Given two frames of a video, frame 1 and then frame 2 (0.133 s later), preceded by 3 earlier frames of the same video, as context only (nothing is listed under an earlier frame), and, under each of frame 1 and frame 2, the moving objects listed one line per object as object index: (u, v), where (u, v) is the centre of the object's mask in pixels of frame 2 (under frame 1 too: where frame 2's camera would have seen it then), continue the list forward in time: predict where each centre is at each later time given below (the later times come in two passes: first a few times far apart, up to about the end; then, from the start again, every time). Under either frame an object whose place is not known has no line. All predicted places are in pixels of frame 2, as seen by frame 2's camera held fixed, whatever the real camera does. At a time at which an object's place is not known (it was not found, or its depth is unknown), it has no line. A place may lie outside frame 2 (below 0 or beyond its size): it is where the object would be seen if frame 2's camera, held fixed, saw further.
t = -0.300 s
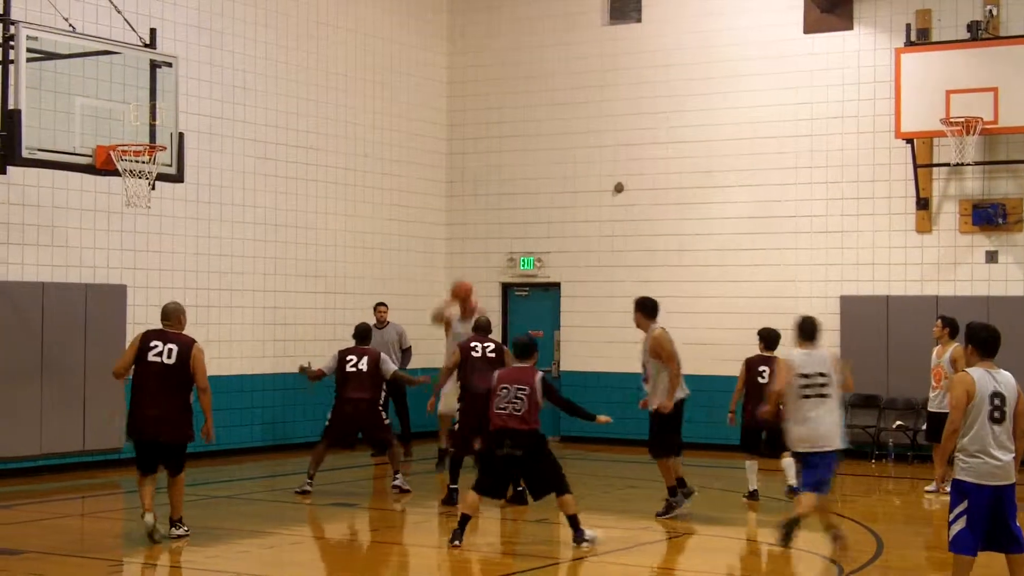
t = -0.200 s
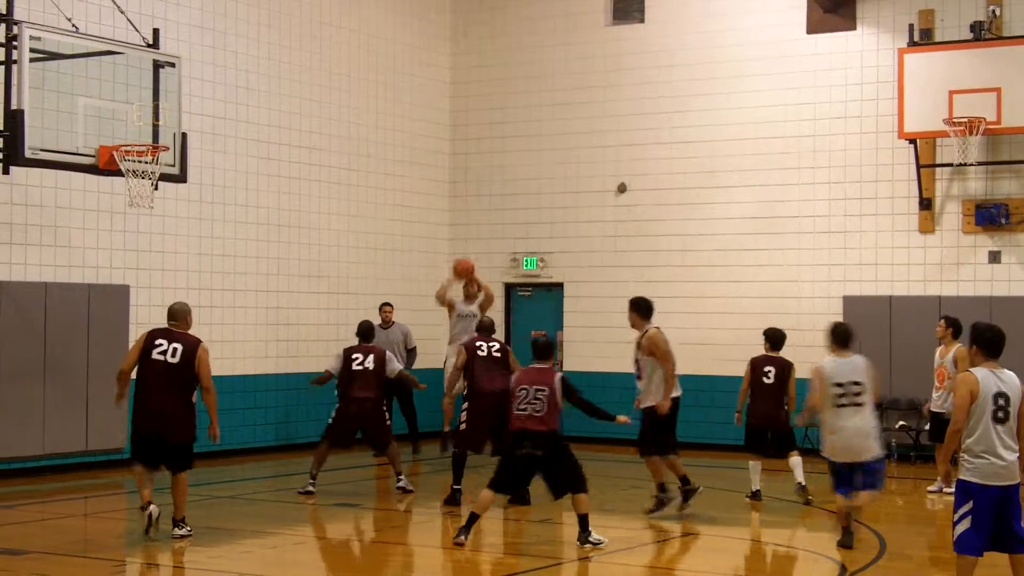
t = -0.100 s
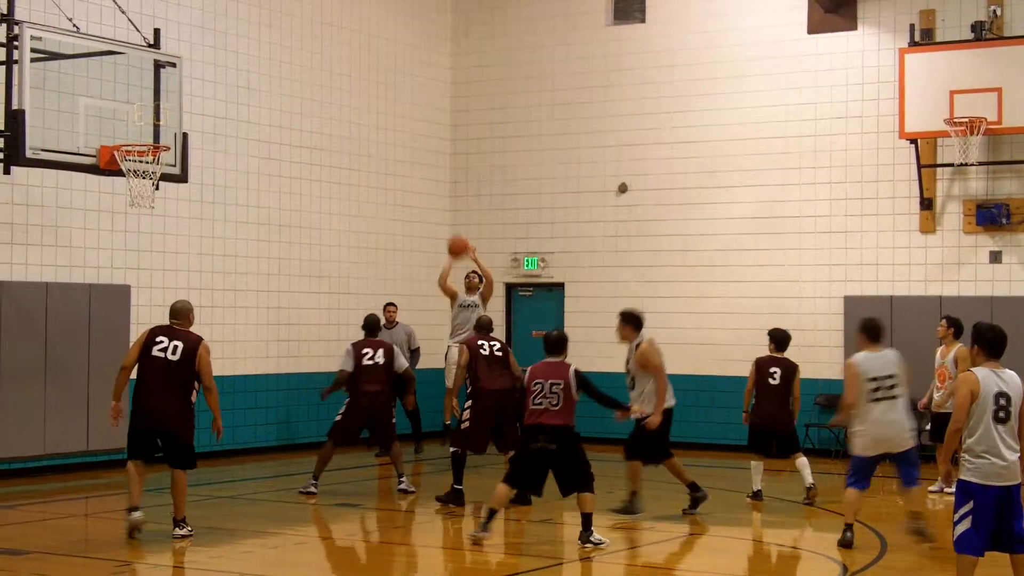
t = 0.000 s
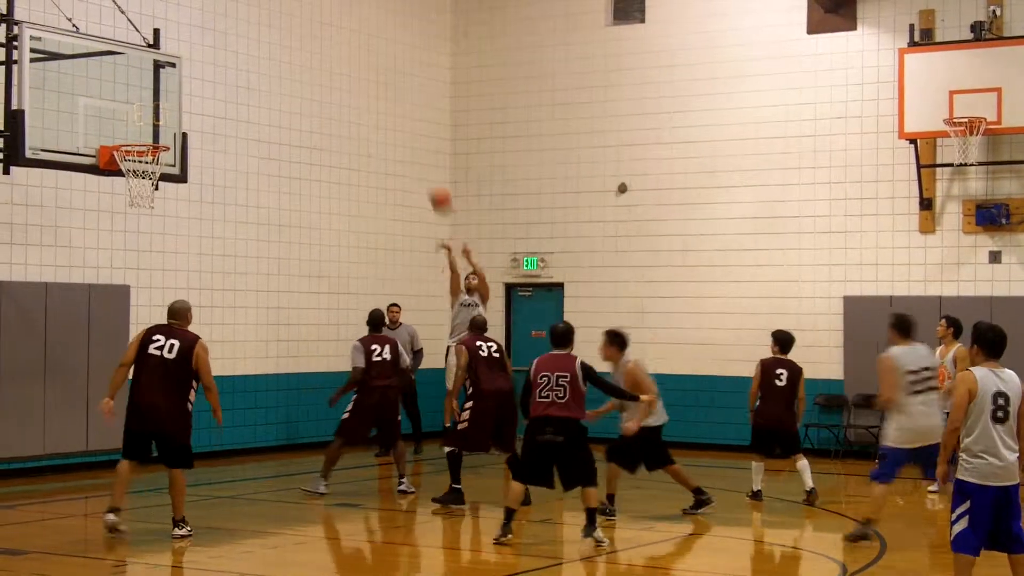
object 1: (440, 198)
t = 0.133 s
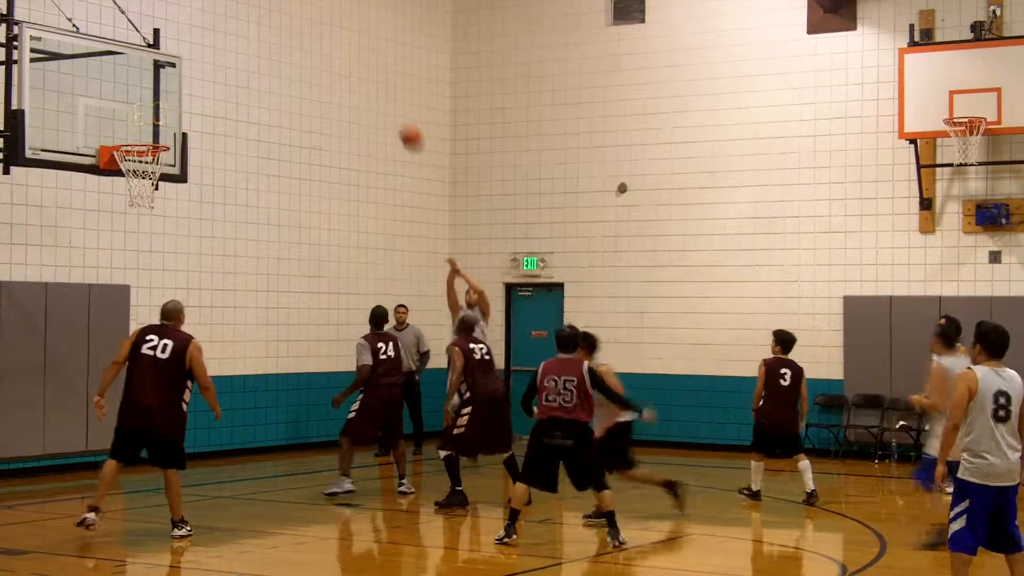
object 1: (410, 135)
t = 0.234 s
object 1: (386, 97)
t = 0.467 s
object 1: (328, 37)
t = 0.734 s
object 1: (253, 30)
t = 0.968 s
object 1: (178, 91)
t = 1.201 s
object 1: (131, 177)
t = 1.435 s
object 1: (145, 176)
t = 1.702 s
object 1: (160, 244)
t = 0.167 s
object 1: (402, 121)
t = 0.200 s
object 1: (394, 109)
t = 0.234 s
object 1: (386, 97)
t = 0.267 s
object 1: (379, 85)
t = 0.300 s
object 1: (371, 76)
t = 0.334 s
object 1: (362, 66)
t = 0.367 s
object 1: (354, 57)
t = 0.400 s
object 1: (346, 49)
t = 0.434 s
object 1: (337, 42)
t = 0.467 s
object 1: (328, 37)
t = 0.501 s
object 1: (319, 32)
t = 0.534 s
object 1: (311, 29)
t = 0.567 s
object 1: (301, 26)
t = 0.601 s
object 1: (292, 25)
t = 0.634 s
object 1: (283, 24)
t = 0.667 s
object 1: (273, 25)
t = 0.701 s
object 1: (263, 27)
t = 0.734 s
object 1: (253, 30)
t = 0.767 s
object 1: (243, 35)
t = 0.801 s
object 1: (233, 40)
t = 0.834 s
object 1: (222, 48)
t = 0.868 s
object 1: (212, 56)
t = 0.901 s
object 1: (201, 66)
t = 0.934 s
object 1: (190, 78)
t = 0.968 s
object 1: (178, 91)
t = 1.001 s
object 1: (167, 104)
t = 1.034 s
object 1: (155, 120)
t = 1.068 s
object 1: (141, 135)
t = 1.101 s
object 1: (136, 157)
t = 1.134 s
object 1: (130, 168)
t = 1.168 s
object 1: (130, 177)
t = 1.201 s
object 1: (131, 177)
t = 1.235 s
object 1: (134, 175)
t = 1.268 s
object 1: (137, 172)
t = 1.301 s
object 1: (138, 172)
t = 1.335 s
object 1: (140, 171)
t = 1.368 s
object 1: (142, 172)
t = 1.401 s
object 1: (144, 174)
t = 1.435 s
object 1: (145, 176)
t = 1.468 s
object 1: (147, 182)
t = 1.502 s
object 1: (149, 186)
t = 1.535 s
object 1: (151, 192)
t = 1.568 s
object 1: (154, 200)
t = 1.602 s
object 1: (156, 207)
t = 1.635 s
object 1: (157, 218)
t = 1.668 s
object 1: (159, 230)
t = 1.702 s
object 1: (160, 244)
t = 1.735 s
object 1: (162, 258)
